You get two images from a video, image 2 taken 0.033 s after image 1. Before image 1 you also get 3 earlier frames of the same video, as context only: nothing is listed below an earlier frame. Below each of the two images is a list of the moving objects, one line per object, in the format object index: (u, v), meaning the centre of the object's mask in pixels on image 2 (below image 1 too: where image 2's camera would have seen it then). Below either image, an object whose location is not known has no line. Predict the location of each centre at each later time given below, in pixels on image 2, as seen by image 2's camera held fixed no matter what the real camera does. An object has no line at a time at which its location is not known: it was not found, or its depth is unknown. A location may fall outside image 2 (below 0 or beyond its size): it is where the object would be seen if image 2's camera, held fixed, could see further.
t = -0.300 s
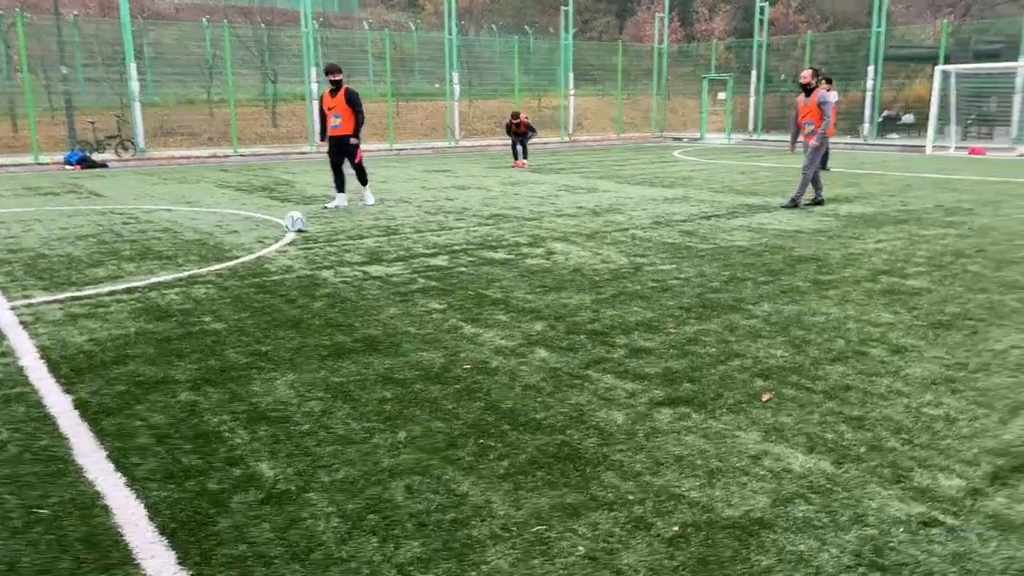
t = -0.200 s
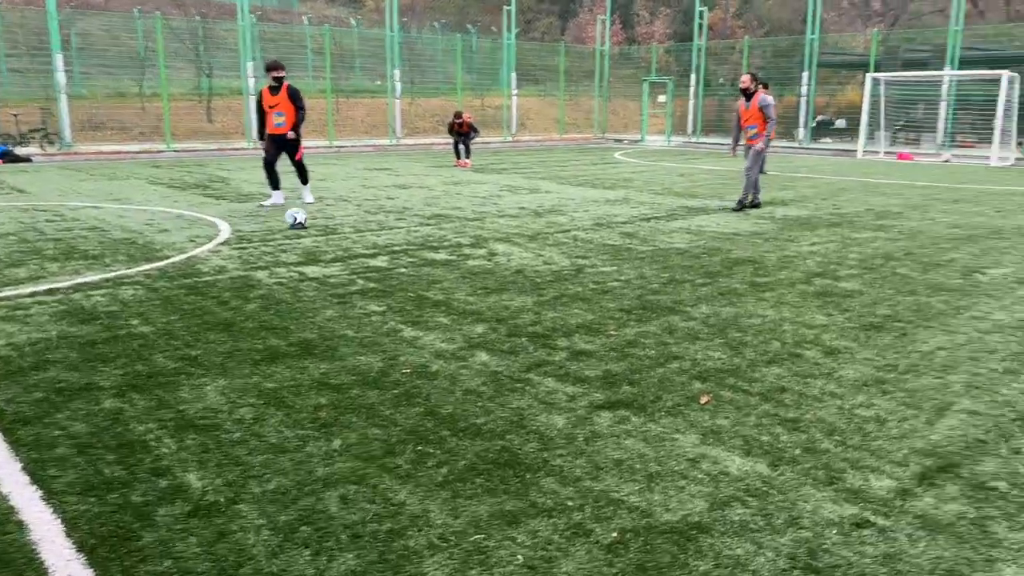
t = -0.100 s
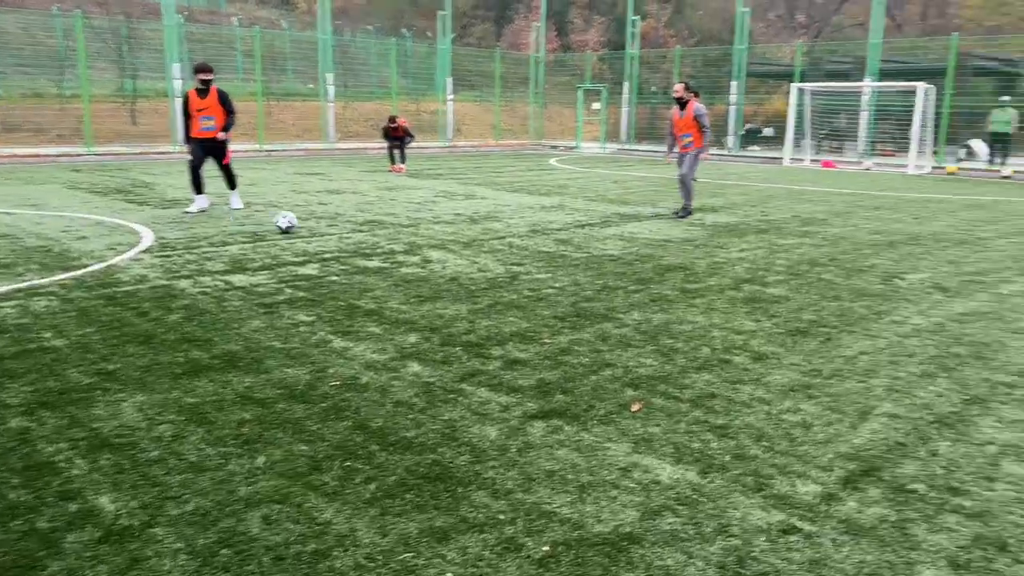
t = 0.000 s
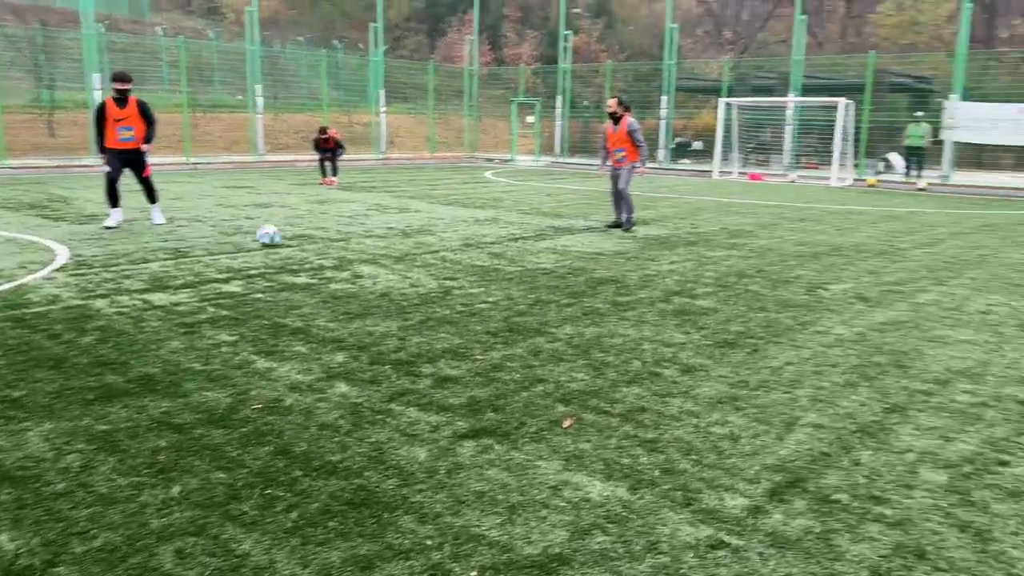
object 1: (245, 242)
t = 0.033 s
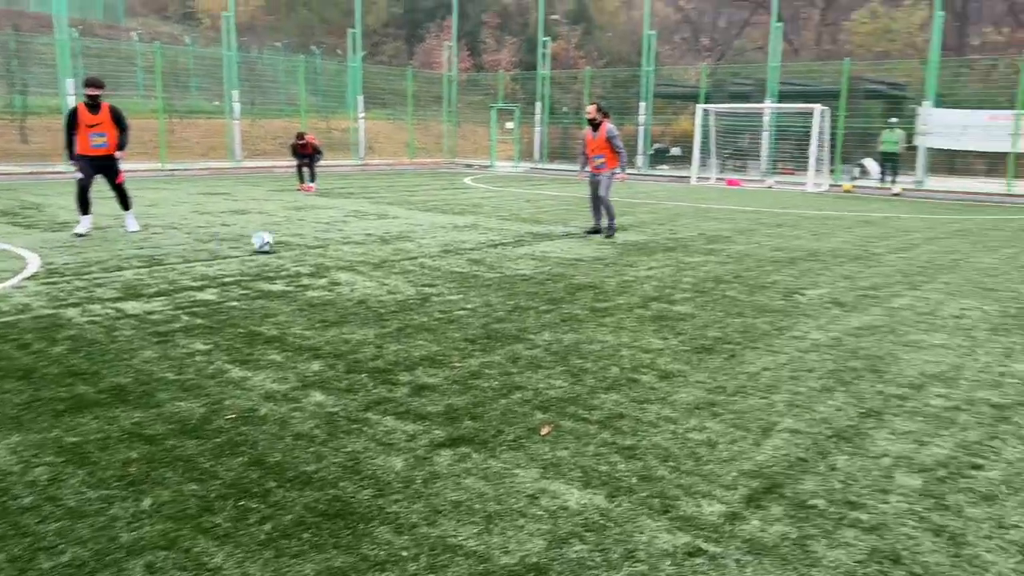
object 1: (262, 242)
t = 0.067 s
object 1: (280, 241)
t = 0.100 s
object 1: (296, 240)
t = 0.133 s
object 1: (313, 240)
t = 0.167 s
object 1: (328, 239)
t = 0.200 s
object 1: (343, 240)
